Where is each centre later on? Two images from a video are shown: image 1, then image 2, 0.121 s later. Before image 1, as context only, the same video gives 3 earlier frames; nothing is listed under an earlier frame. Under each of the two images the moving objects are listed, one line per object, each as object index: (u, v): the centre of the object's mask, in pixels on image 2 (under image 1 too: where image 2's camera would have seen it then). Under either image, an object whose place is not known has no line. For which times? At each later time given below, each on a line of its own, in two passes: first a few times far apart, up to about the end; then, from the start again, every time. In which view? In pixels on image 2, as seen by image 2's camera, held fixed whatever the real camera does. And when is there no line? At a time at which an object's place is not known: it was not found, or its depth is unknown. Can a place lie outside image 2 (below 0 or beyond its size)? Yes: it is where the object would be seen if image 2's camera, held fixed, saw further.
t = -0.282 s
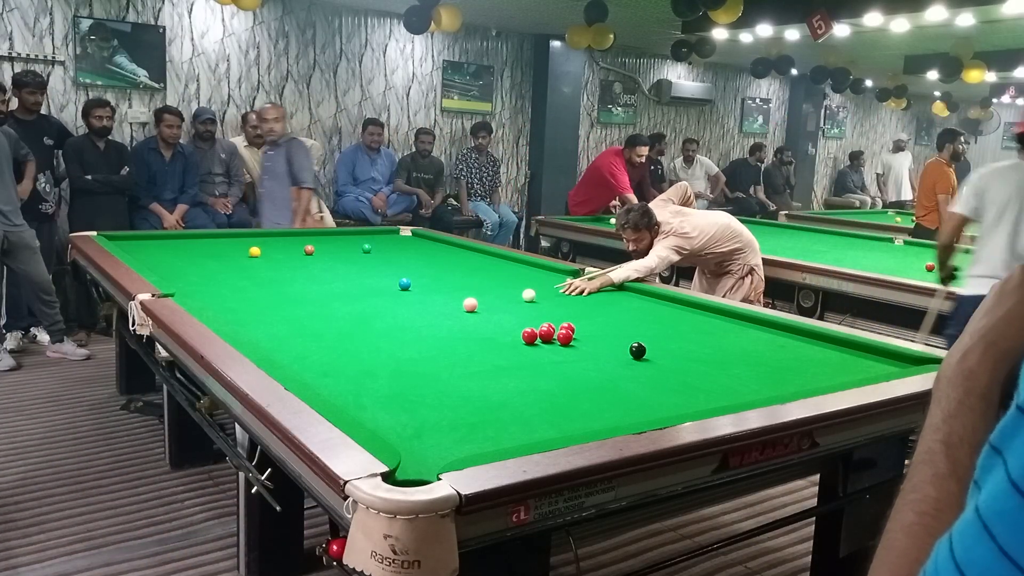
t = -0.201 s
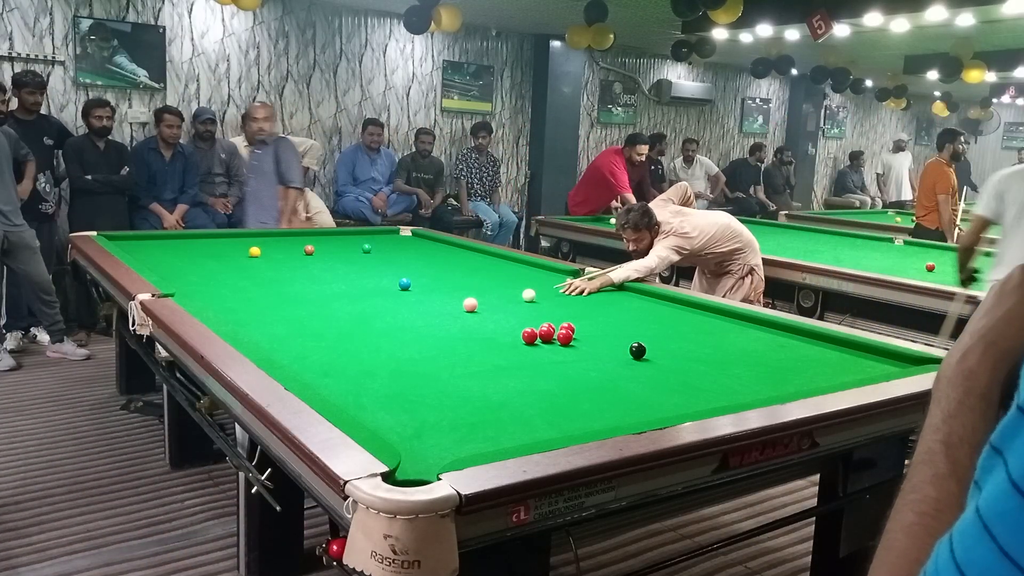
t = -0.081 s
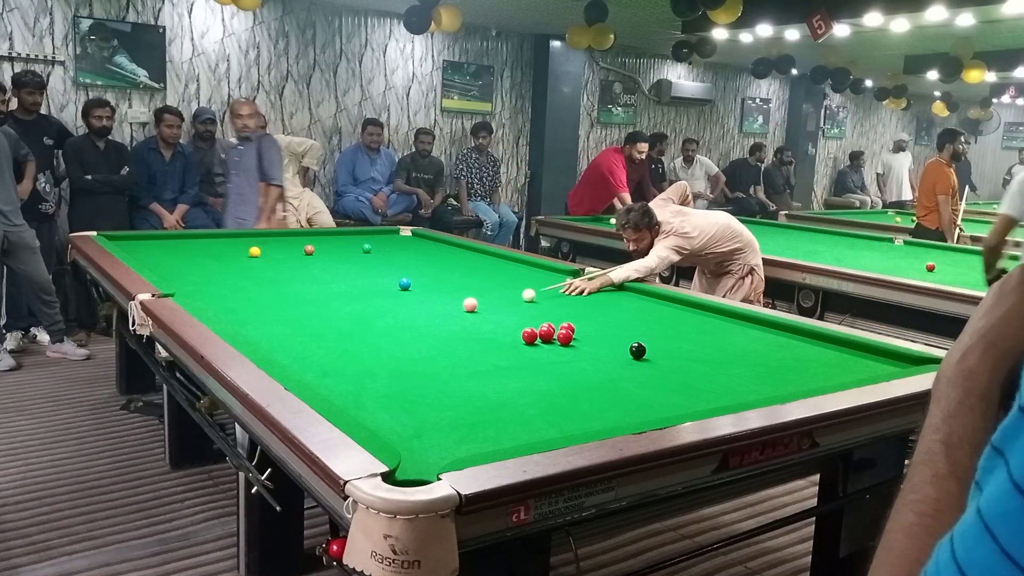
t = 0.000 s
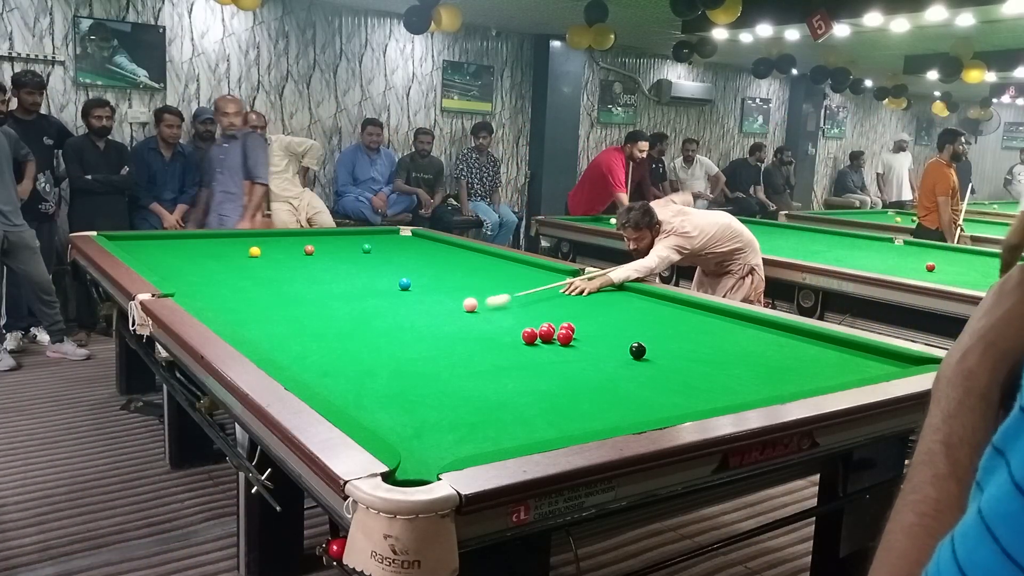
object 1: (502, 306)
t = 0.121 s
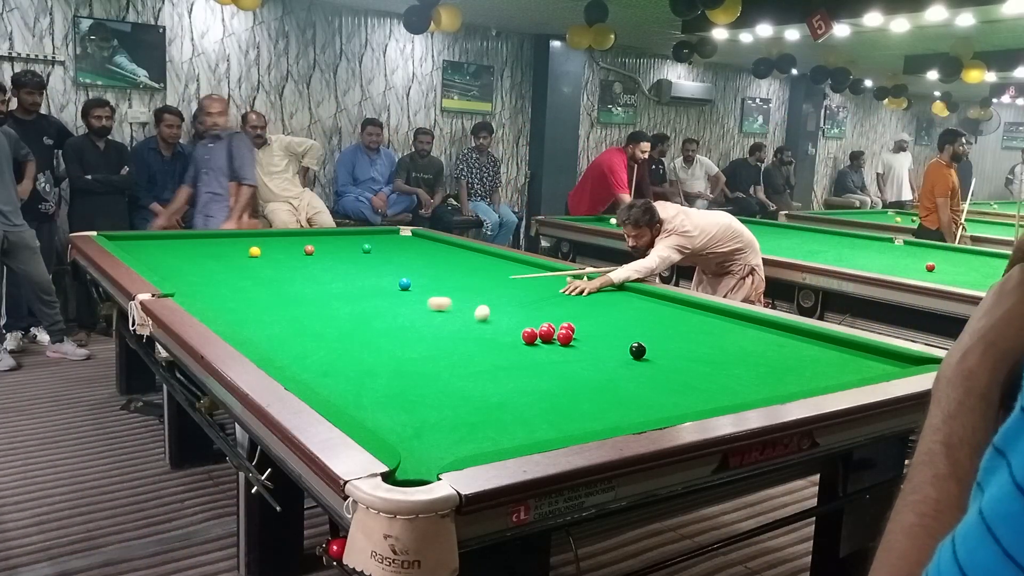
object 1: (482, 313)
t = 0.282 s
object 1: (466, 332)
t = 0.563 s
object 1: (422, 375)
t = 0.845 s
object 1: (405, 430)
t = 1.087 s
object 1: (516, 436)
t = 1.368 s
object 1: (550, 403)
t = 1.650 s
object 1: (576, 377)
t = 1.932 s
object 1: (596, 356)
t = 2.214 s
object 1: (612, 339)
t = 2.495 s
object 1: (626, 325)
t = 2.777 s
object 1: (637, 314)
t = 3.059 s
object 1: (647, 304)
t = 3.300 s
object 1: (655, 297)
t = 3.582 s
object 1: (632, 293)
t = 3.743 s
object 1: (615, 292)
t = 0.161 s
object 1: (480, 318)
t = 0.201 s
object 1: (476, 322)
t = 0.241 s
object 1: (471, 327)
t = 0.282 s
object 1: (466, 332)
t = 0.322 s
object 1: (461, 337)
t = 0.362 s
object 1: (455, 343)
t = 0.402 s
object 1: (450, 348)
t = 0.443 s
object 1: (443, 354)
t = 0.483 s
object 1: (436, 361)
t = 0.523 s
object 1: (430, 368)
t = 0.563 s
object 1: (422, 375)
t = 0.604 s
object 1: (414, 383)
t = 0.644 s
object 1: (406, 392)
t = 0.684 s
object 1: (397, 401)
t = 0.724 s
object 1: (387, 411)
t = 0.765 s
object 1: (378, 419)
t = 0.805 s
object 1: (383, 425)
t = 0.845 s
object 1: (405, 430)
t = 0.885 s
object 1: (428, 433)
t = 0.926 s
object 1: (449, 436)
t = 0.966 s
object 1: (470, 440)
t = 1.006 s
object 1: (491, 441)
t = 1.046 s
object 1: (510, 440)
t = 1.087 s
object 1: (516, 436)
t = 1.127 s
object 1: (521, 432)
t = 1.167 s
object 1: (526, 428)
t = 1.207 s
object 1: (531, 422)
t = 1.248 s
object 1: (536, 417)
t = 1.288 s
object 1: (541, 412)
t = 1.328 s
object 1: (546, 408)
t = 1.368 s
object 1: (550, 403)
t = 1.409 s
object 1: (554, 399)
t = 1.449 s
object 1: (558, 395)
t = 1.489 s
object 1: (562, 391)
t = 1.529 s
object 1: (565, 387)
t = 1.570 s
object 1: (569, 383)
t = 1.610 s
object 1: (573, 380)
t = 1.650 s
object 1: (576, 377)
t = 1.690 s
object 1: (579, 373)
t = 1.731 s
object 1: (582, 370)
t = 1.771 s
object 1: (585, 367)
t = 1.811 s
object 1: (588, 364)
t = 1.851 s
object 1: (591, 361)
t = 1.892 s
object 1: (594, 358)
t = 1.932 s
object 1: (596, 356)
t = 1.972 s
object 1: (599, 353)
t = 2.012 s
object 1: (601, 350)
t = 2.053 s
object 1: (603, 348)
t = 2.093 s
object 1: (606, 346)
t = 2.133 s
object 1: (608, 343)
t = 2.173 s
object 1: (610, 341)
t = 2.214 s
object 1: (612, 339)
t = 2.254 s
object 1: (614, 337)
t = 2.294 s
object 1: (616, 335)
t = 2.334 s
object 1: (618, 333)
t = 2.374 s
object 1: (620, 331)
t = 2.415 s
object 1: (622, 329)
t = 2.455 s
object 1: (624, 327)
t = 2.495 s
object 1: (626, 325)
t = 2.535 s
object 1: (628, 323)
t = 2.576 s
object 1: (629, 322)
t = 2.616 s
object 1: (631, 320)
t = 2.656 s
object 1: (633, 318)
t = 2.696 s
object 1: (634, 317)
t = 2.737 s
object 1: (636, 315)
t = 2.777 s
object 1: (637, 314)
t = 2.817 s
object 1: (639, 312)
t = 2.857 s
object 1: (641, 311)
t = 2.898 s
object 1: (642, 310)
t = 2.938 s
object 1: (643, 308)
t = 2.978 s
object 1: (645, 307)
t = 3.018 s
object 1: (646, 306)
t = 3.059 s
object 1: (647, 304)
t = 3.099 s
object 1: (649, 303)
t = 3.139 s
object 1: (650, 302)
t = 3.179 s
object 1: (651, 301)
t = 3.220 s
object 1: (652, 300)
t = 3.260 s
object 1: (654, 298)
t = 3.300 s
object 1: (655, 297)
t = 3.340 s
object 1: (656, 296)
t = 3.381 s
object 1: (655, 295)
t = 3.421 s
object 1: (650, 295)
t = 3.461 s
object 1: (646, 295)
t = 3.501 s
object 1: (641, 294)
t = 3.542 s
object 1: (637, 294)
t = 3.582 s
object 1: (632, 293)
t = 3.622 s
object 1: (628, 293)
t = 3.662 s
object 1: (624, 293)
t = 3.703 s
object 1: (619, 293)
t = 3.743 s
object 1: (615, 292)
